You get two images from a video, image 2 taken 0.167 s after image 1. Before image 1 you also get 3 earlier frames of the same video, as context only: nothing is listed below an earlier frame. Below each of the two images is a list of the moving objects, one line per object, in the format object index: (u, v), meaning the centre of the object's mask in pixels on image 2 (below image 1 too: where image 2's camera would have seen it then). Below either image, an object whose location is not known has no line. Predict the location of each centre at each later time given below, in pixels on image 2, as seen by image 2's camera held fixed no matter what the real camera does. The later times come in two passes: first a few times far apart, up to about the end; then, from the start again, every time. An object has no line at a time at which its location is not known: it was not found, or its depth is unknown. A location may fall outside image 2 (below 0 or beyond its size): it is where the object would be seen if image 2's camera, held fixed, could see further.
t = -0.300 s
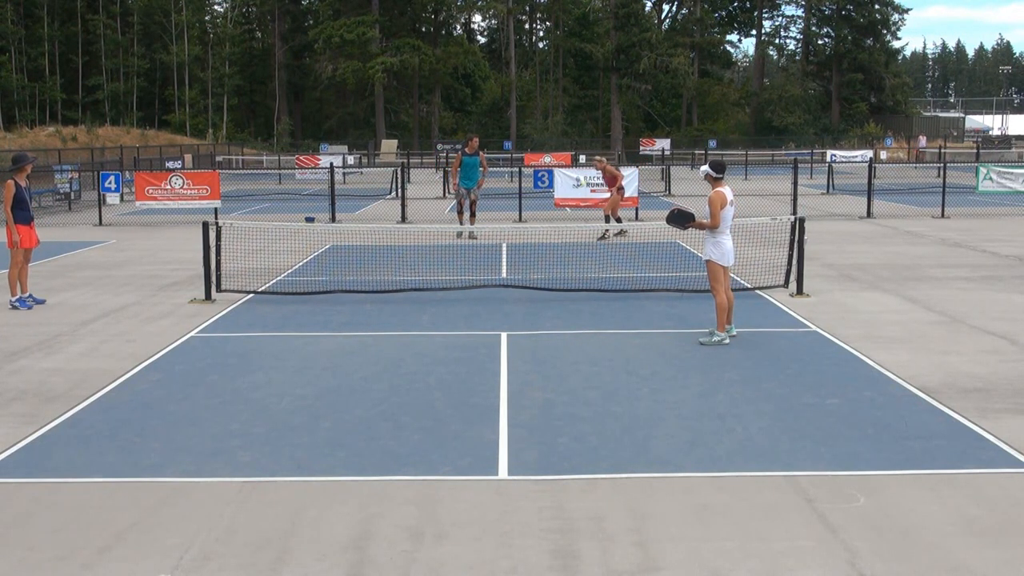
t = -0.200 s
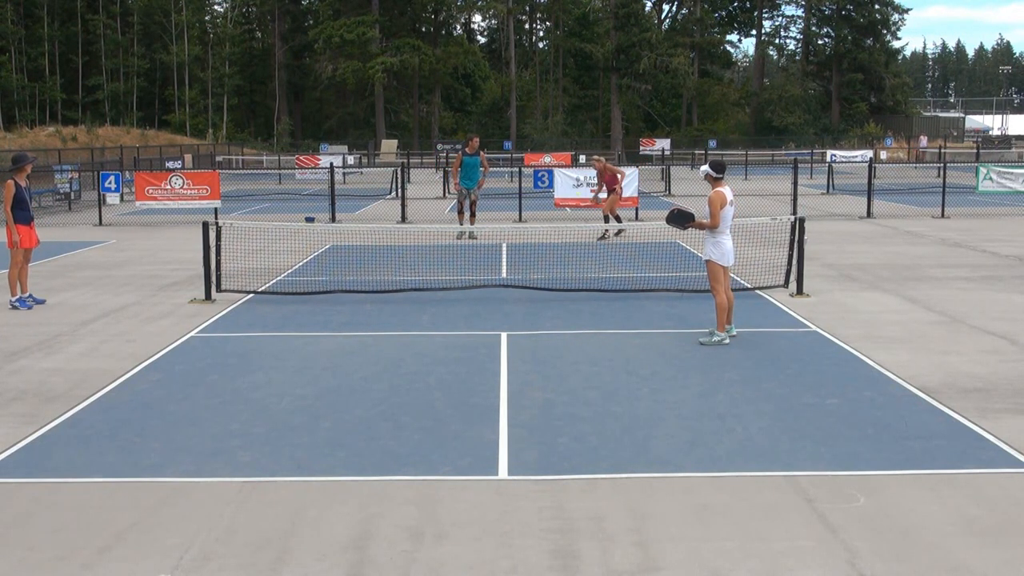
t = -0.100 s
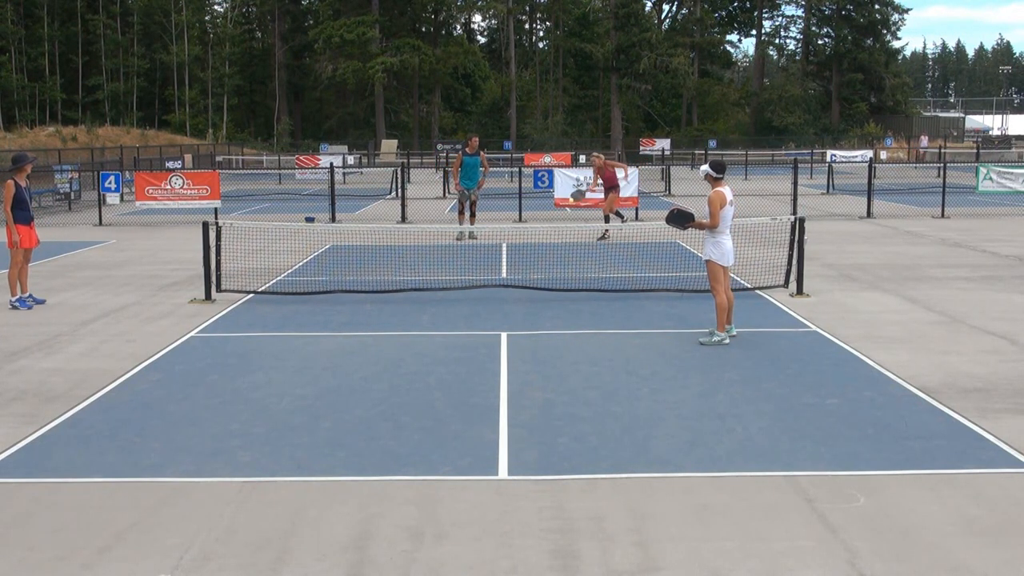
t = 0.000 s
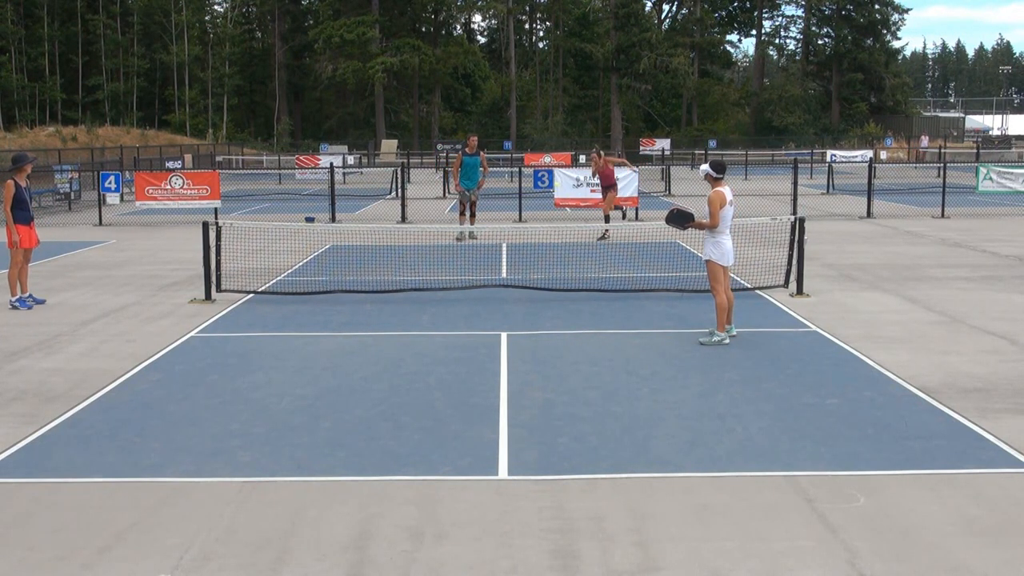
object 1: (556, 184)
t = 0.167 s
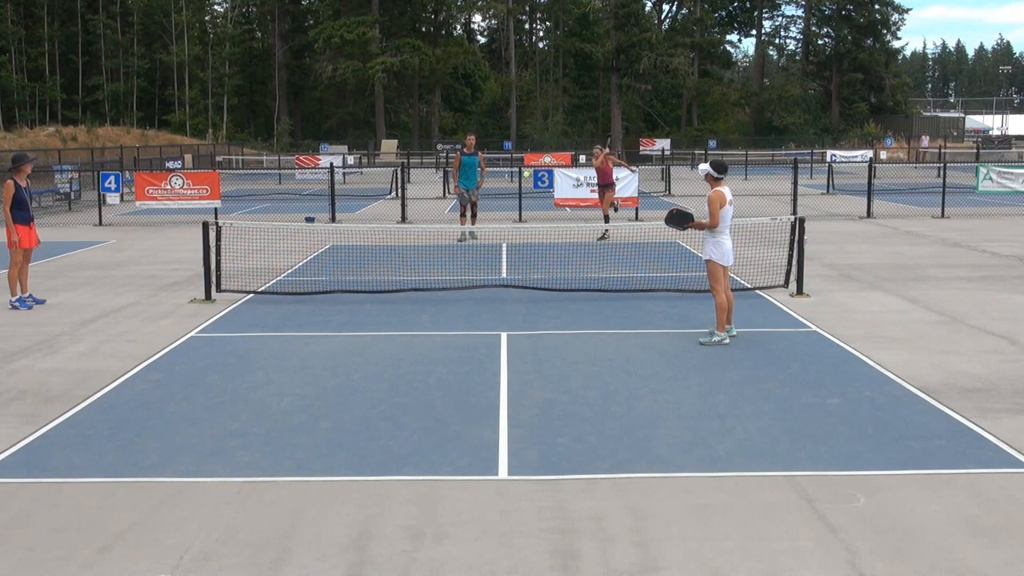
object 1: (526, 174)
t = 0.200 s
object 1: (519, 175)
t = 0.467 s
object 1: (443, 230)
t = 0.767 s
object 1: (308, 373)
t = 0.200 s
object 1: (519, 175)
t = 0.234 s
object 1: (510, 177)
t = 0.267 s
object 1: (503, 180)
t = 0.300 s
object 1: (494, 184)
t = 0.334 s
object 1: (485, 191)
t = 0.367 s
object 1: (475, 198)
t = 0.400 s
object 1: (464, 207)
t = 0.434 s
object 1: (454, 218)
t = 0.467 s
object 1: (443, 230)
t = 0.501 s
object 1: (430, 246)
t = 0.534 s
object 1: (417, 263)
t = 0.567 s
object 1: (403, 282)
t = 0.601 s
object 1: (388, 305)
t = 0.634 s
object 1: (372, 329)
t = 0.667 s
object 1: (355, 359)
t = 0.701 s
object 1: (338, 388)
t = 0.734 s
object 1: (323, 380)
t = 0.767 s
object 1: (308, 373)
